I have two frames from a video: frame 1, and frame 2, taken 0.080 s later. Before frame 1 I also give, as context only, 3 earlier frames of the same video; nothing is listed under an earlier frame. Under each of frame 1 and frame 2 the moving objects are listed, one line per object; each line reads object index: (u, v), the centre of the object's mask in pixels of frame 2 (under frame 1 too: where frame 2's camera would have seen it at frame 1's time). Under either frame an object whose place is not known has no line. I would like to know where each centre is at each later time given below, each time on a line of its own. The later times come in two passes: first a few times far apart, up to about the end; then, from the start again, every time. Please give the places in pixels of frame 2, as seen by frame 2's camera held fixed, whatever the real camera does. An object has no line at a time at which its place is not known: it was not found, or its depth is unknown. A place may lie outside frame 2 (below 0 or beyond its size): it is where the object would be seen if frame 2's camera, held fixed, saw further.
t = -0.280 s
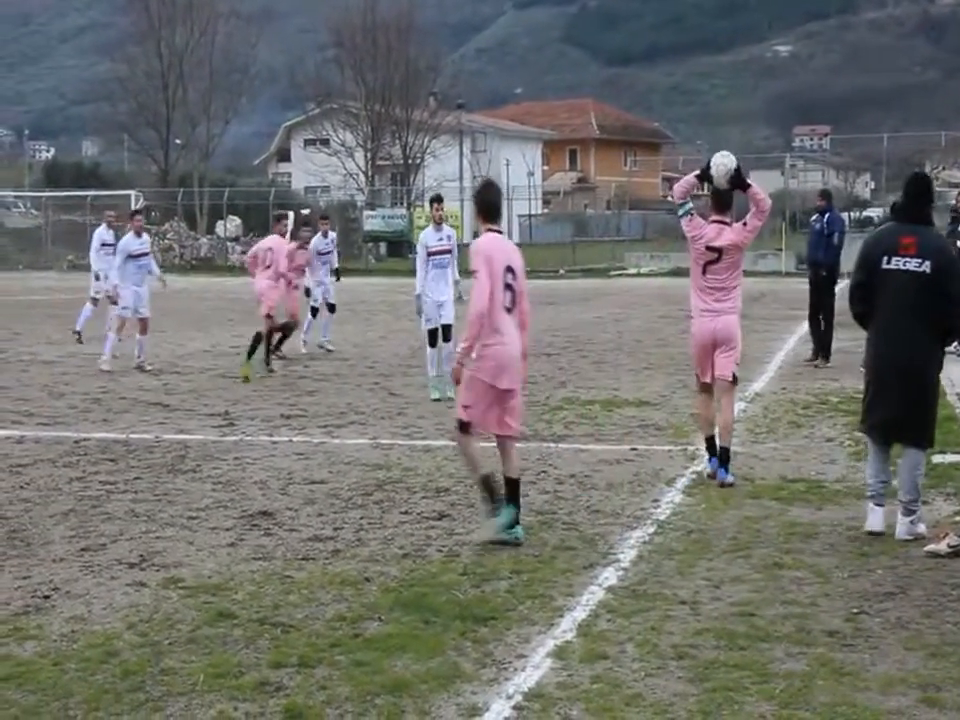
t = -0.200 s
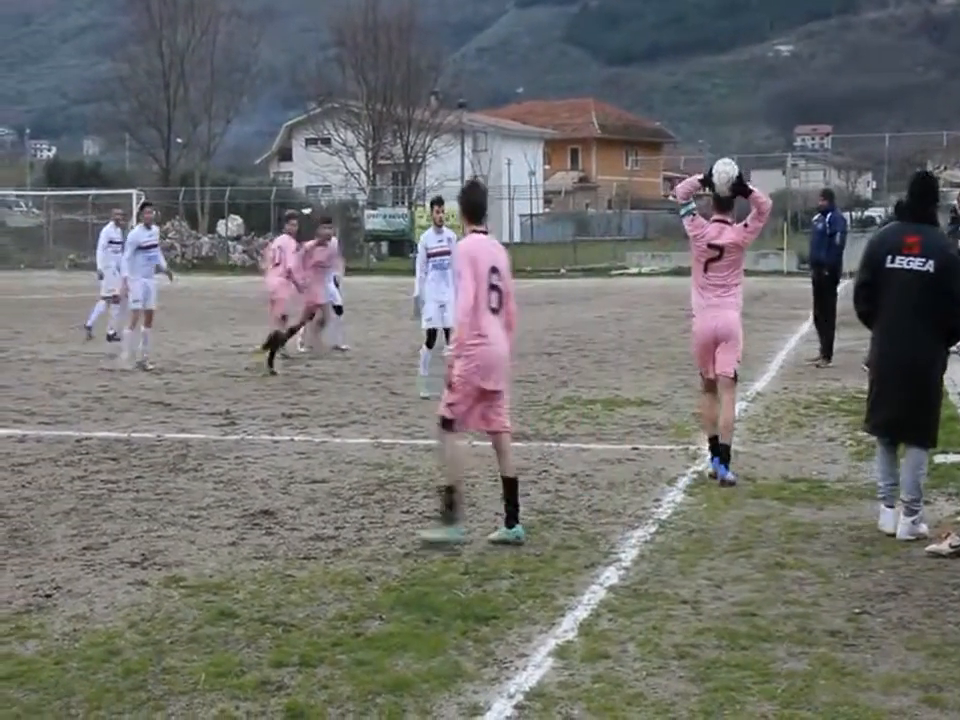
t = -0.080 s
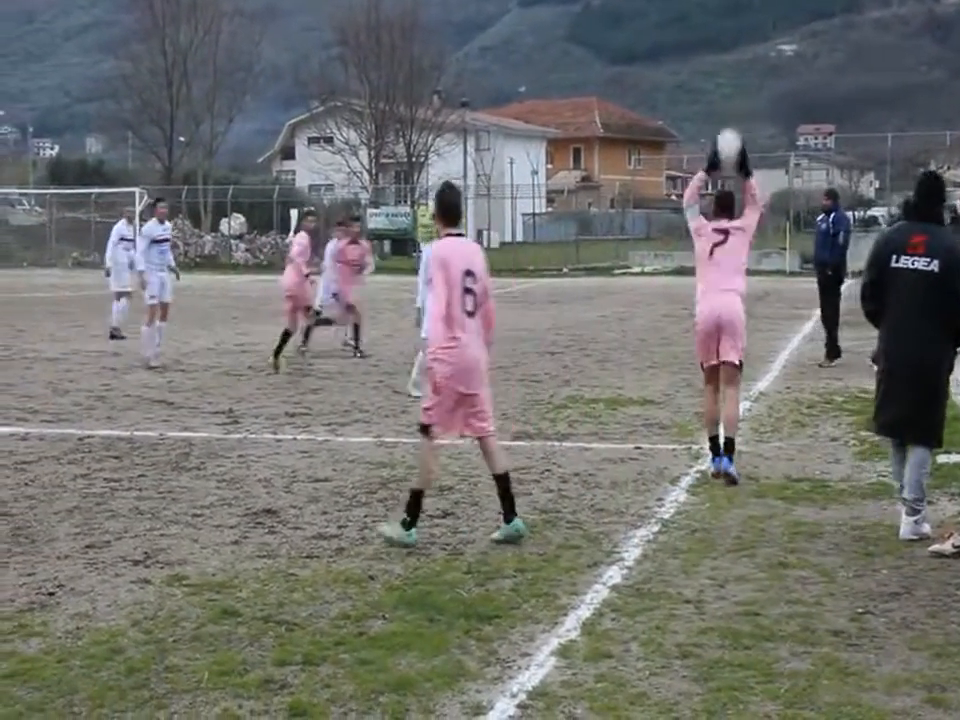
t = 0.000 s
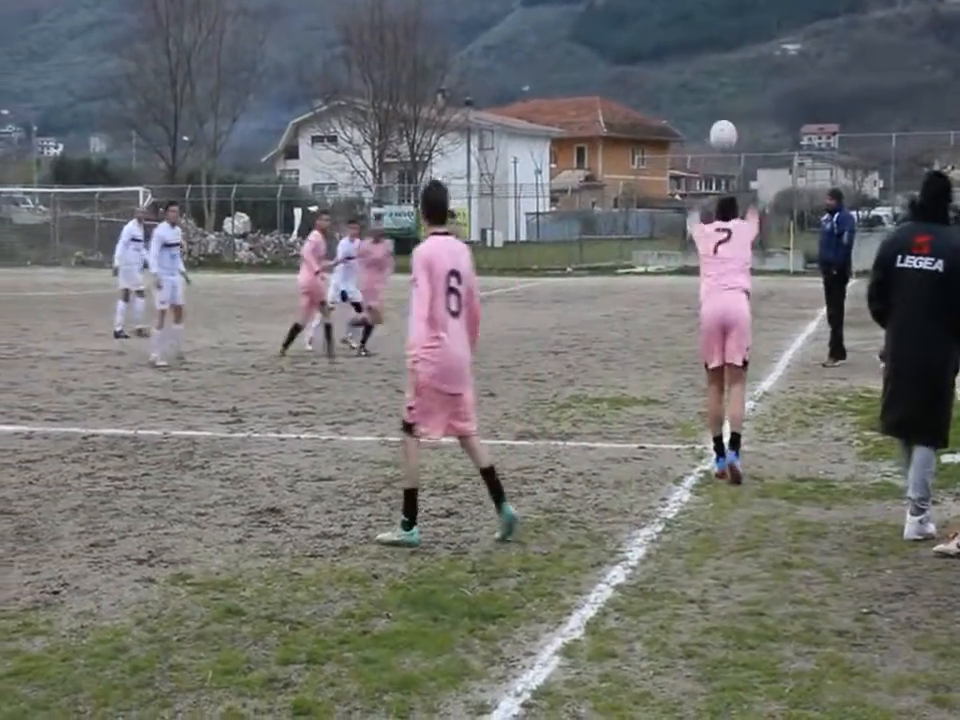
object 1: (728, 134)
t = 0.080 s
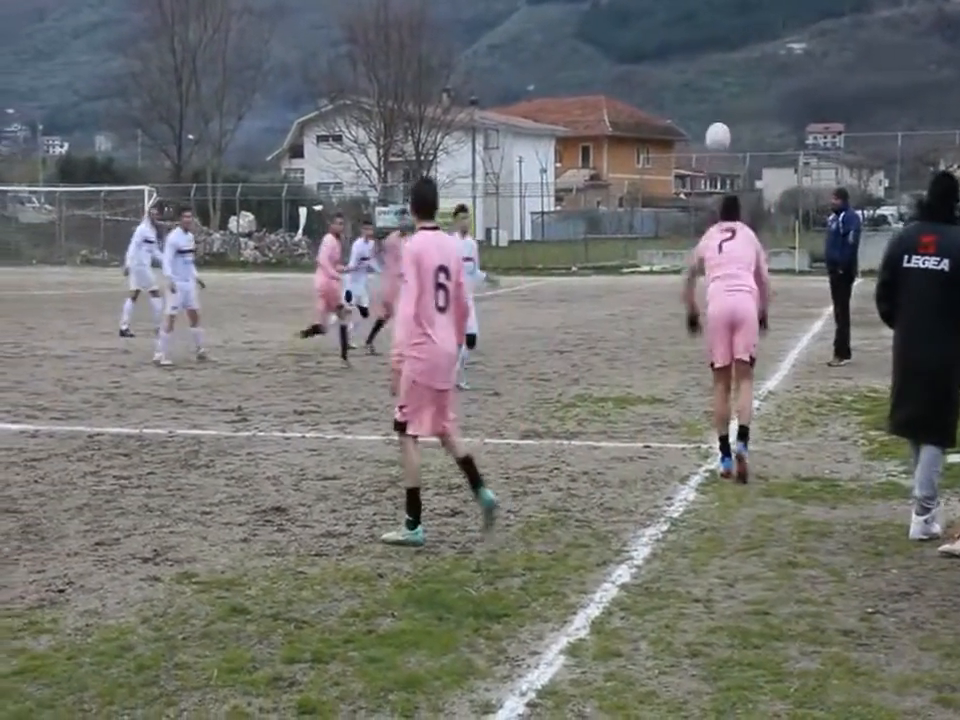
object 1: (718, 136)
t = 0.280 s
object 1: (692, 180)
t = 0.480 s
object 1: (664, 255)
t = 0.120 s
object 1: (712, 141)
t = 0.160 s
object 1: (708, 147)
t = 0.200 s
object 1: (702, 157)
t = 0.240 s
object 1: (697, 166)
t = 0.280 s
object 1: (692, 180)
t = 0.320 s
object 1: (685, 193)
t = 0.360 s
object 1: (680, 206)
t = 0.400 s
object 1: (674, 223)
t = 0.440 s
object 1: (669, 238)
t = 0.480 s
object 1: (664, 255)
